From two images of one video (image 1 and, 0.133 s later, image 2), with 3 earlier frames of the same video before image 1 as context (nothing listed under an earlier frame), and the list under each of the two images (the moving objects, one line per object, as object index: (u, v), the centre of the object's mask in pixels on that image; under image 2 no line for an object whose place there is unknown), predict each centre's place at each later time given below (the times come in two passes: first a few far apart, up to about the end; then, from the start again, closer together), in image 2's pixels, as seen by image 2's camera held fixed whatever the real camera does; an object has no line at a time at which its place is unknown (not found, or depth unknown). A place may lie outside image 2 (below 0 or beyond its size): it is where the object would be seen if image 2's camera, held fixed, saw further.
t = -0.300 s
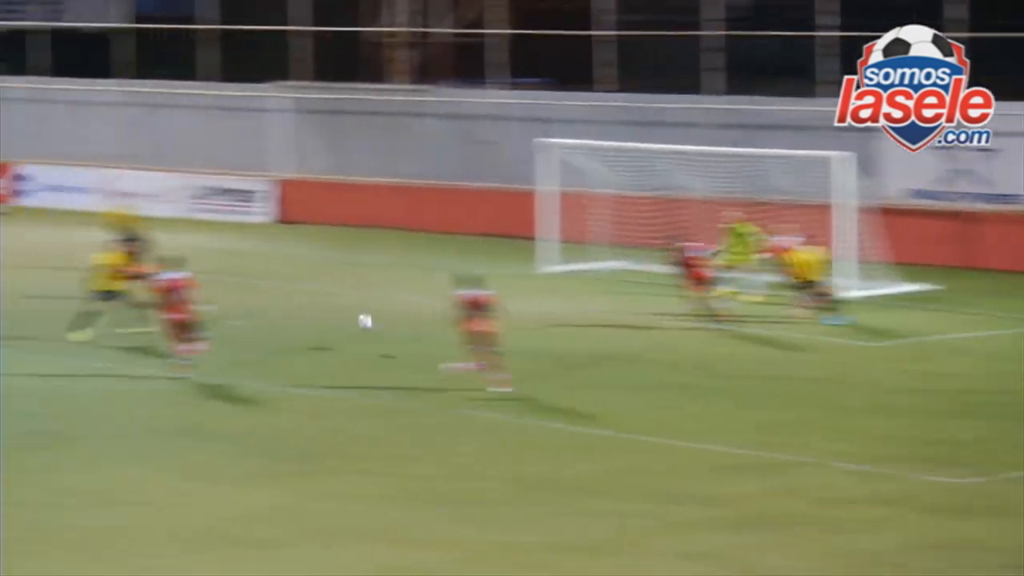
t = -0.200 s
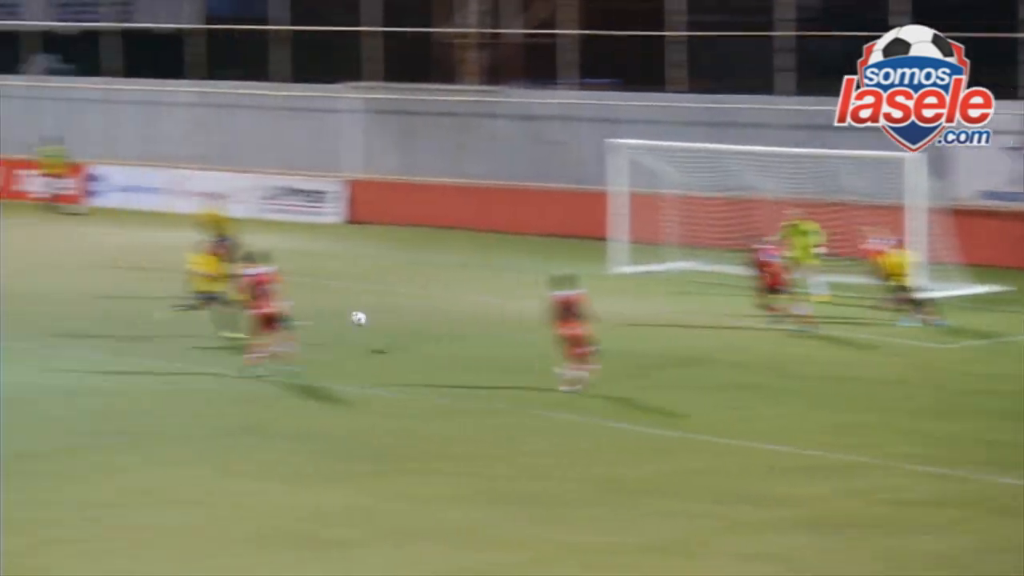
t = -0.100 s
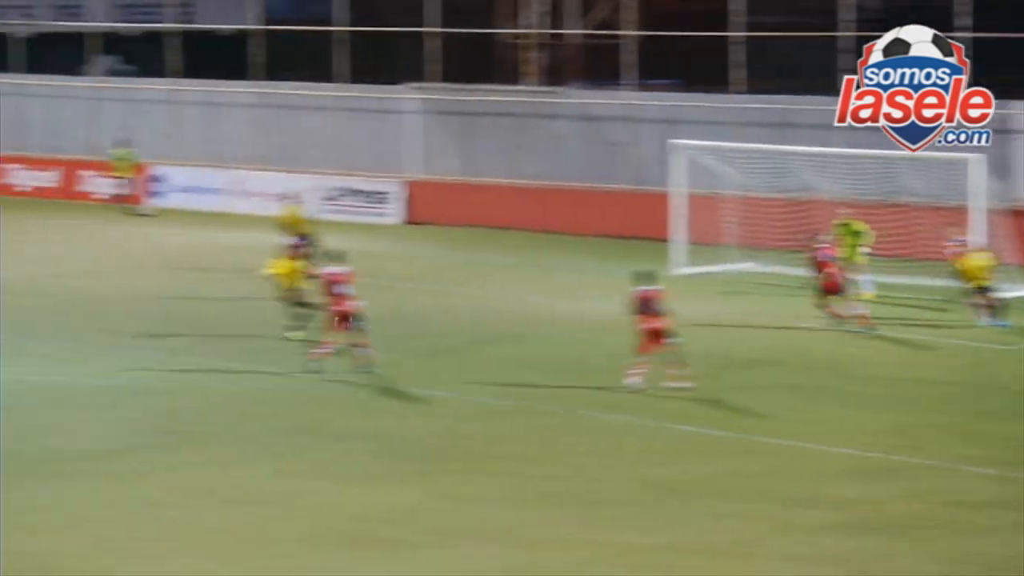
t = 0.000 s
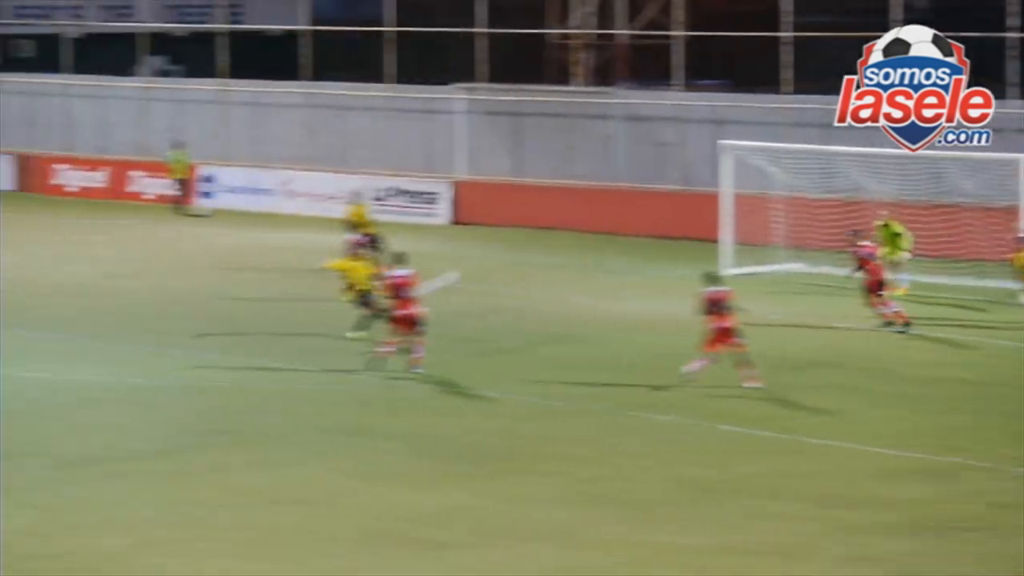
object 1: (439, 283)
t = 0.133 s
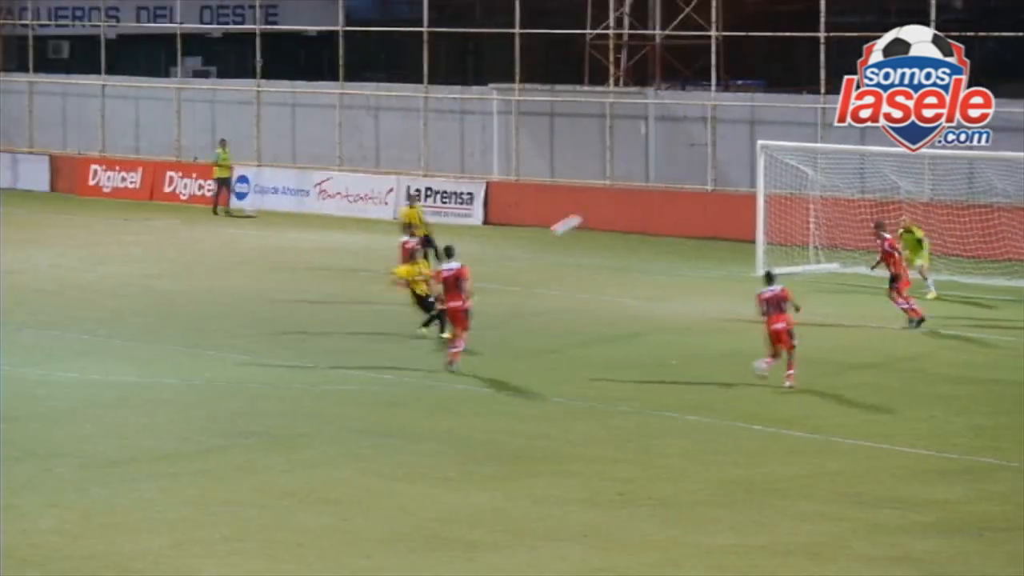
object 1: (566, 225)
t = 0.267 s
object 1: (642, 182)
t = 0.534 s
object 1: (758, 135)
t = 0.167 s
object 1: (587, 213)
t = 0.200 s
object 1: (606, 201)
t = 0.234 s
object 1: (625, 191)
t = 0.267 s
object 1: (642, 182)
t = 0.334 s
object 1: (676, 166)
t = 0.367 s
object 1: (692, 159)
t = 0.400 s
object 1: (705, 153)
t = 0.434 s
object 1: (720, 148)
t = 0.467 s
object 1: (731, 143)
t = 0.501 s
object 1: (746, 139)
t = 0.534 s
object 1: (758, 135)
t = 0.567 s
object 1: (769, 133)
